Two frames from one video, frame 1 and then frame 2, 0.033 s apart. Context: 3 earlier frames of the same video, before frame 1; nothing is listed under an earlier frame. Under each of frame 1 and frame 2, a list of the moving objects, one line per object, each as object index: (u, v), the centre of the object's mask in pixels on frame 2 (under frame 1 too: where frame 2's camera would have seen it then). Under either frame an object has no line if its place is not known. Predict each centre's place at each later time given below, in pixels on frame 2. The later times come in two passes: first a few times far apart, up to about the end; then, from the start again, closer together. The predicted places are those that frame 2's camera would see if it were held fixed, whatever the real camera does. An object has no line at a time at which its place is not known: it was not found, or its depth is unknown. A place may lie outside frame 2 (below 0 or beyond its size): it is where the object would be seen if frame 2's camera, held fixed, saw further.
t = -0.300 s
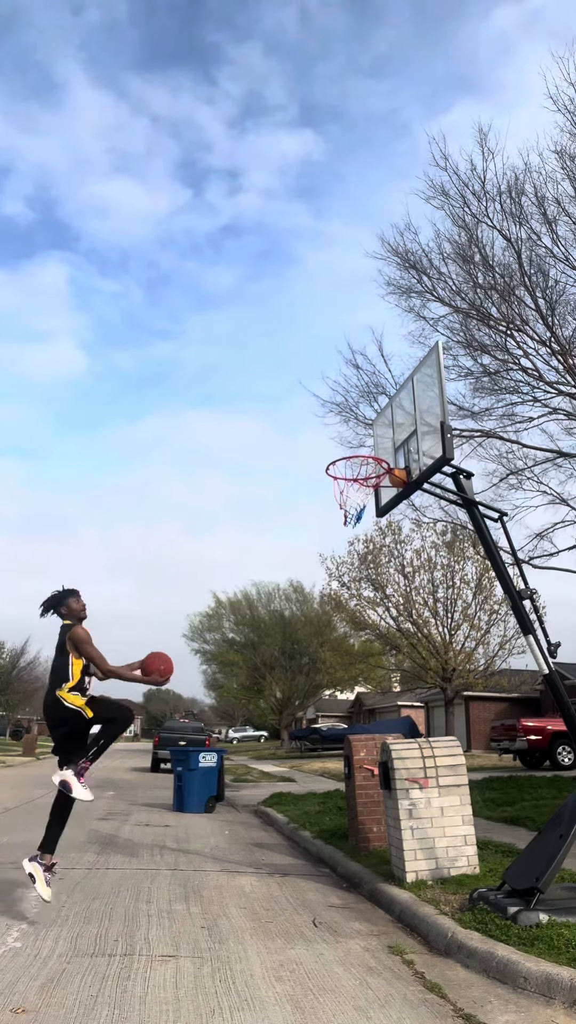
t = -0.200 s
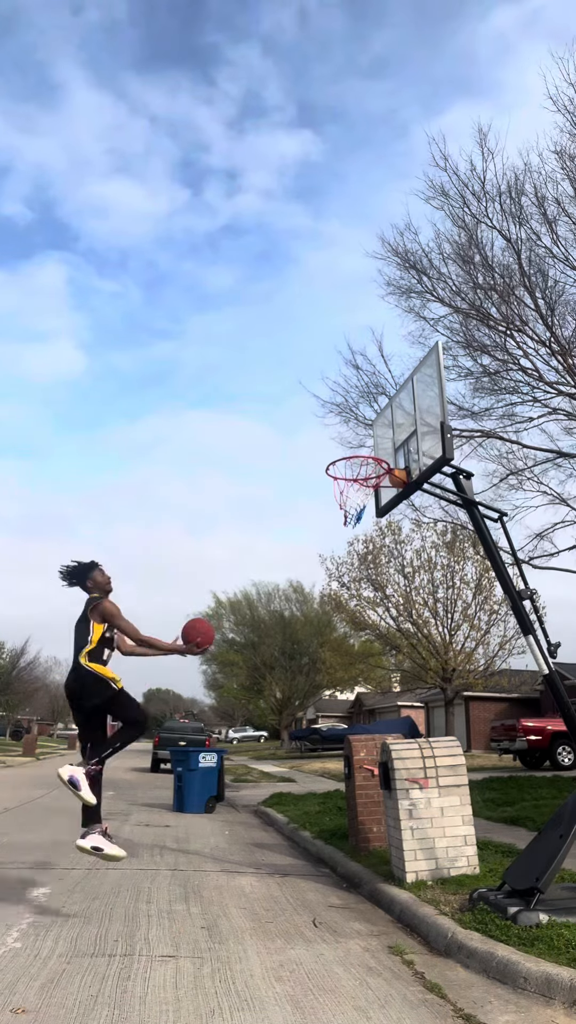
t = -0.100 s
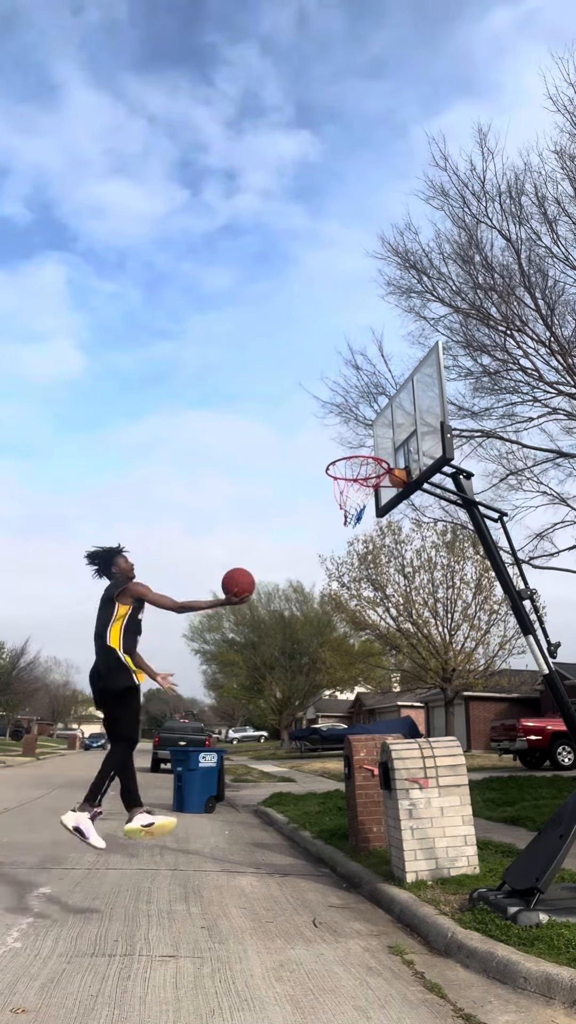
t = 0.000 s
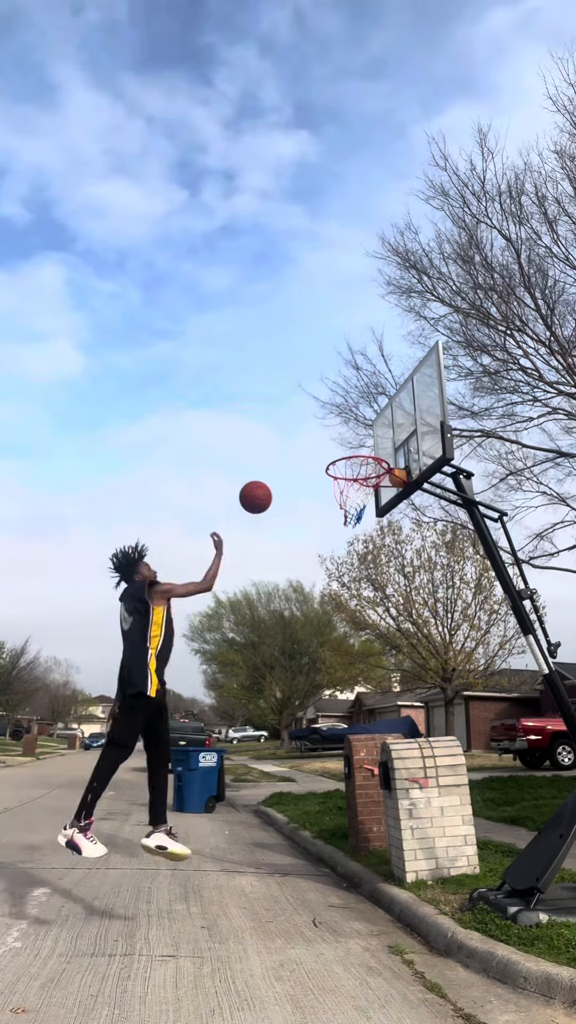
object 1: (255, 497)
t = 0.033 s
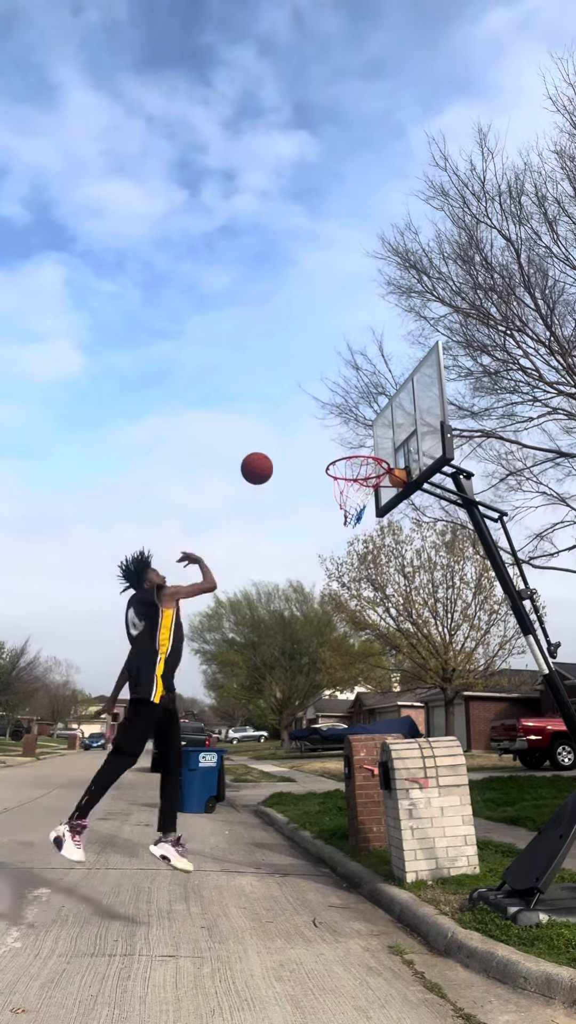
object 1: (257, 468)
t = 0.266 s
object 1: (265, 320)
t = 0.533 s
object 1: (270, 242)
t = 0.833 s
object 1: (272, 246)
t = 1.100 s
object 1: (269, 333)
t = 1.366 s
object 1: (258, 510)
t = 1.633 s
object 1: (234, 818)
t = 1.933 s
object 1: (270, 720)
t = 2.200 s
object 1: (310, 606)
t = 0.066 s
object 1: (258, 442)
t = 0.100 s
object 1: (259, 417)
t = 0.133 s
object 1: (260, 394)
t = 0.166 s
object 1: (261, 373)
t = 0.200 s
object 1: (263, 354)
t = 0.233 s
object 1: (264, 336)
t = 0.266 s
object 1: (265, 320)
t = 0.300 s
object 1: (265, 306)
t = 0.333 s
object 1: (266, 293)
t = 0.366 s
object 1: (267, 281)
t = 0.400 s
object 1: (268, 270)
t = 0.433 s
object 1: (269, 261)
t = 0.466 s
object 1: (269, 253)
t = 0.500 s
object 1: (269, 247)
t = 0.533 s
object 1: (270, 242)
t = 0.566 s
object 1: (270, 237)
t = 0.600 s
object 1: (271, 234)
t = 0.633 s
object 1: (271, 233)
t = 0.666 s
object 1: (271, 232)
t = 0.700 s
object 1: (272, 233)
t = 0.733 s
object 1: (272, 234)
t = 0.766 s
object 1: (272, 237)
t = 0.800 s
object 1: (272, 241)
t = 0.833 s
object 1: (272, 246)
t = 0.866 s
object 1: (272, 253)
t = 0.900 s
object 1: (272, 261)
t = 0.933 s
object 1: (272, 269)
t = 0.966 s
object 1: (271, 280)
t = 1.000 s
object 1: (271, 291)
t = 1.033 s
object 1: (271, 304)
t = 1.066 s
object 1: (270, 317)
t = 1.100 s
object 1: (269, 333)
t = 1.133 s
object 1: (268, 350)
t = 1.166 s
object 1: (267, 368)
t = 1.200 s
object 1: (266, 387)
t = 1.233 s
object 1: (265, 408)
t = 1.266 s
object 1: (264, 431)
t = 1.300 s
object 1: (262, 456)
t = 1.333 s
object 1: (260, 482)
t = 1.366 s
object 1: (258, 510)
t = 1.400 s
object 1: (256, 540)
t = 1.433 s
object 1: (254, 573)
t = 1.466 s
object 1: (251, 607)
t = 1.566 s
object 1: (242, 725)
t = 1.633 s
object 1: (234, 818)
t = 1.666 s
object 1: (230, 870)
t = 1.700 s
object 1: (227, 919)
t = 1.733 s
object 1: (233, 885)
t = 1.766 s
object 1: (240, 852)
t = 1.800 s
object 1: (246, 821)
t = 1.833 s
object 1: (252, 793)
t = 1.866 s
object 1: (258, 766)
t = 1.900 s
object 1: (264, 742)
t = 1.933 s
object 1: (270, 720)
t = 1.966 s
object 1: (274, 699)
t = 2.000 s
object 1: (280, 681)
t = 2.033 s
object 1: (285, 664)
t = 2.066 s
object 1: (290, 649)
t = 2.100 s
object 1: (295, 637)
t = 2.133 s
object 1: (300, 625)
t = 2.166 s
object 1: (306, 615)
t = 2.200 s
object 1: (310, 606)
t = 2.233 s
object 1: (315, 600)
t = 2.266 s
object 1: (320, 595)
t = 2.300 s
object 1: (325, 592)
